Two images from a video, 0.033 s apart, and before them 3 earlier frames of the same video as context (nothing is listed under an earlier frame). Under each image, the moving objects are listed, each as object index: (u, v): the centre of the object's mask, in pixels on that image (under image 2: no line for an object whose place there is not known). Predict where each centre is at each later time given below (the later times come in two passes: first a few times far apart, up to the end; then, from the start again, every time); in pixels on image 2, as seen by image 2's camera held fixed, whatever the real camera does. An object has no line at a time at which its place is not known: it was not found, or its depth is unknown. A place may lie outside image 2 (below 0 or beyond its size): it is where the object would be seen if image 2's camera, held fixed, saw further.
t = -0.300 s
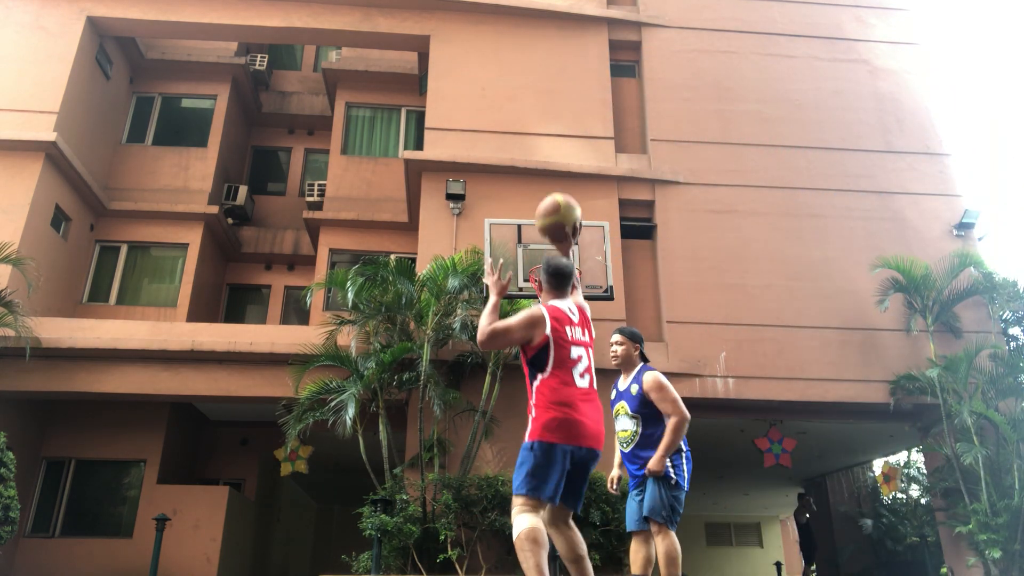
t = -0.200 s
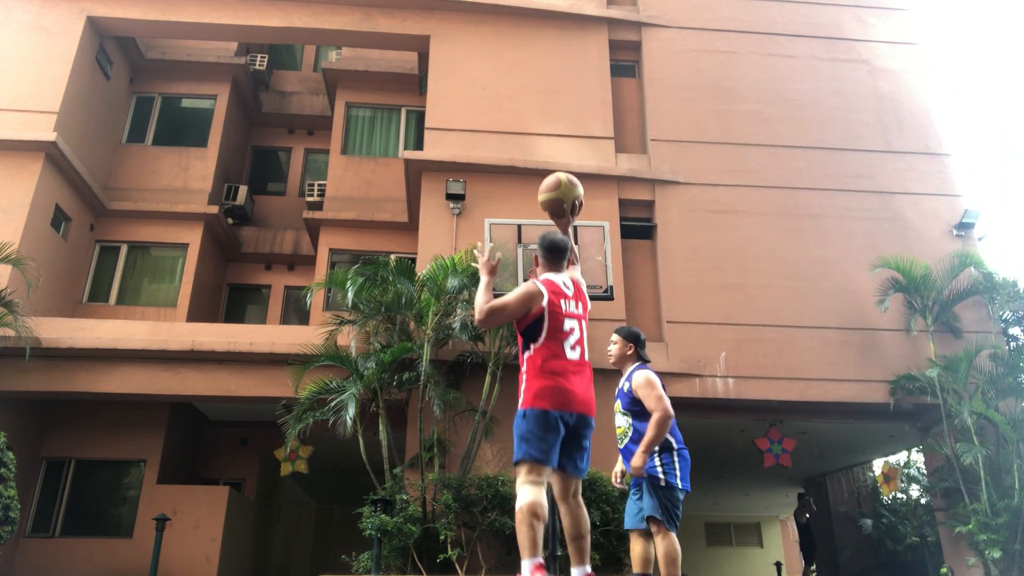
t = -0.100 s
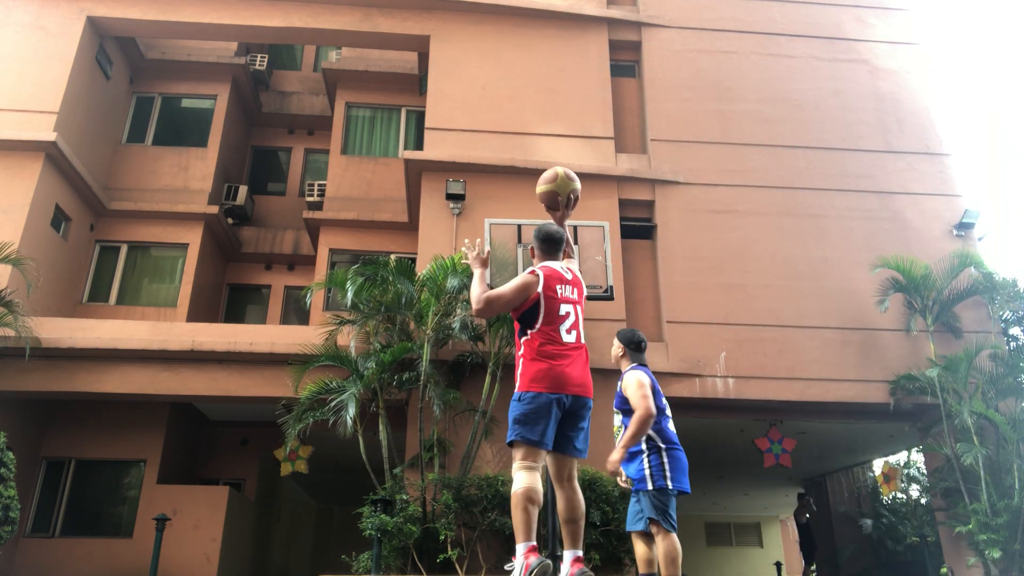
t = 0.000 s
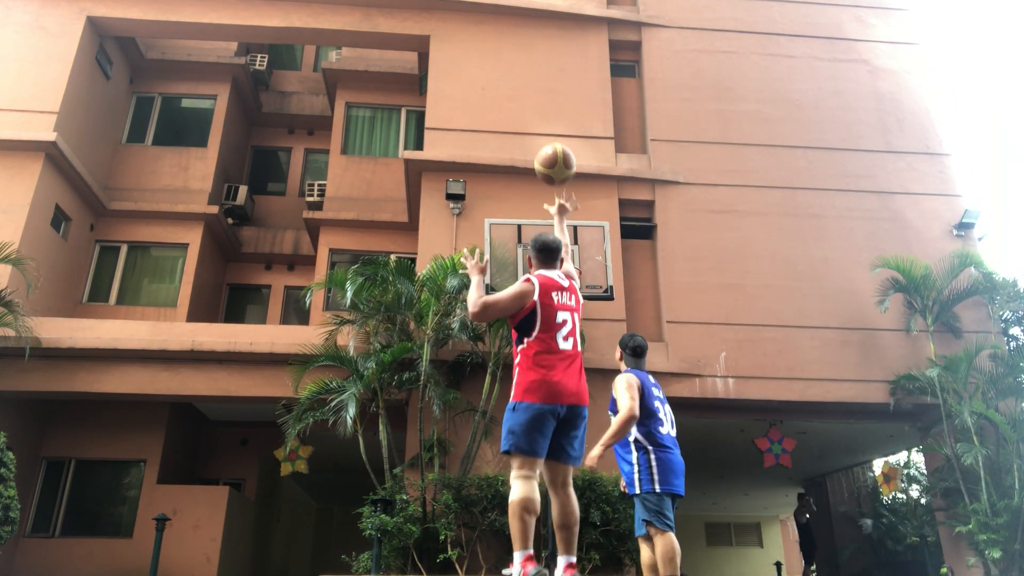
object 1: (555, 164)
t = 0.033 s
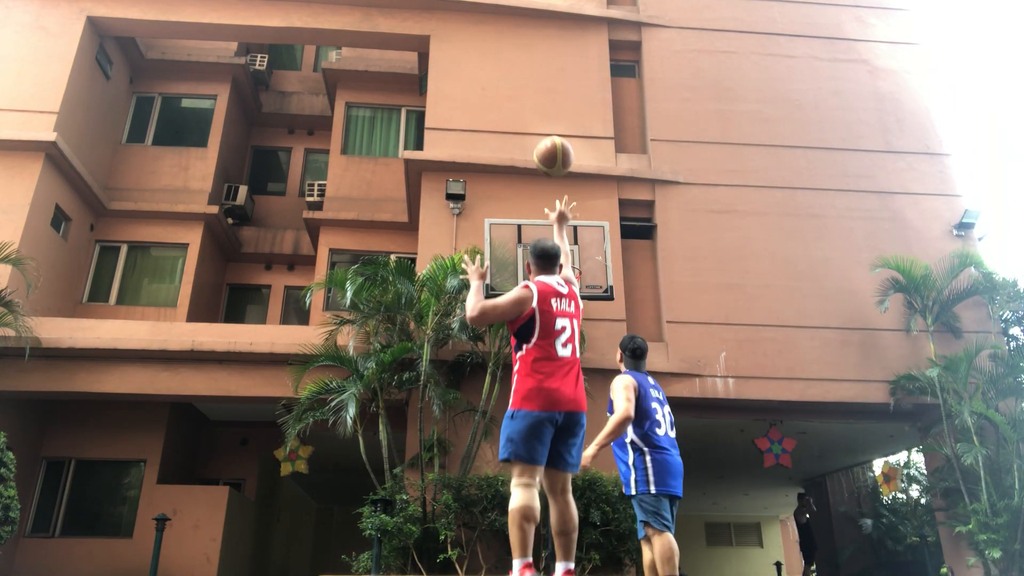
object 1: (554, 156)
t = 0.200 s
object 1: (548, 144)
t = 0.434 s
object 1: (544, 176)
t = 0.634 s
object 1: (542, 236)
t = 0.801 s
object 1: (553, 276)
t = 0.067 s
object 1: (552, 150)
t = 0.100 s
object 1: (551, 146)
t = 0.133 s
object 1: (550, 144)
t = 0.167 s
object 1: (549, 144)
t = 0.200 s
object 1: (548, 144)
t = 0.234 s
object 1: (547, 146)
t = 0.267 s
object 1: (547, 148)
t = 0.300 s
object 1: (546, 152)
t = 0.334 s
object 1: (545, 156)
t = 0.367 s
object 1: (544, 162)
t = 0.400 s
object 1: (544, 169)
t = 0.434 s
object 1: (544, 176)
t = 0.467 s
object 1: (544, 184)
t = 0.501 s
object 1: (543, 193)
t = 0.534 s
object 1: (543, 202)
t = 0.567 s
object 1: (543, 212)
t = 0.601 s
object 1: (542, 224)
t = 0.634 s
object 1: (542, 236)
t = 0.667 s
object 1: (541, 249)
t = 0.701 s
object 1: (543, 256)
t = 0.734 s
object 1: (544, 258)
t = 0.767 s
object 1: (550, 268)
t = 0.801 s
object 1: (553, 276)
